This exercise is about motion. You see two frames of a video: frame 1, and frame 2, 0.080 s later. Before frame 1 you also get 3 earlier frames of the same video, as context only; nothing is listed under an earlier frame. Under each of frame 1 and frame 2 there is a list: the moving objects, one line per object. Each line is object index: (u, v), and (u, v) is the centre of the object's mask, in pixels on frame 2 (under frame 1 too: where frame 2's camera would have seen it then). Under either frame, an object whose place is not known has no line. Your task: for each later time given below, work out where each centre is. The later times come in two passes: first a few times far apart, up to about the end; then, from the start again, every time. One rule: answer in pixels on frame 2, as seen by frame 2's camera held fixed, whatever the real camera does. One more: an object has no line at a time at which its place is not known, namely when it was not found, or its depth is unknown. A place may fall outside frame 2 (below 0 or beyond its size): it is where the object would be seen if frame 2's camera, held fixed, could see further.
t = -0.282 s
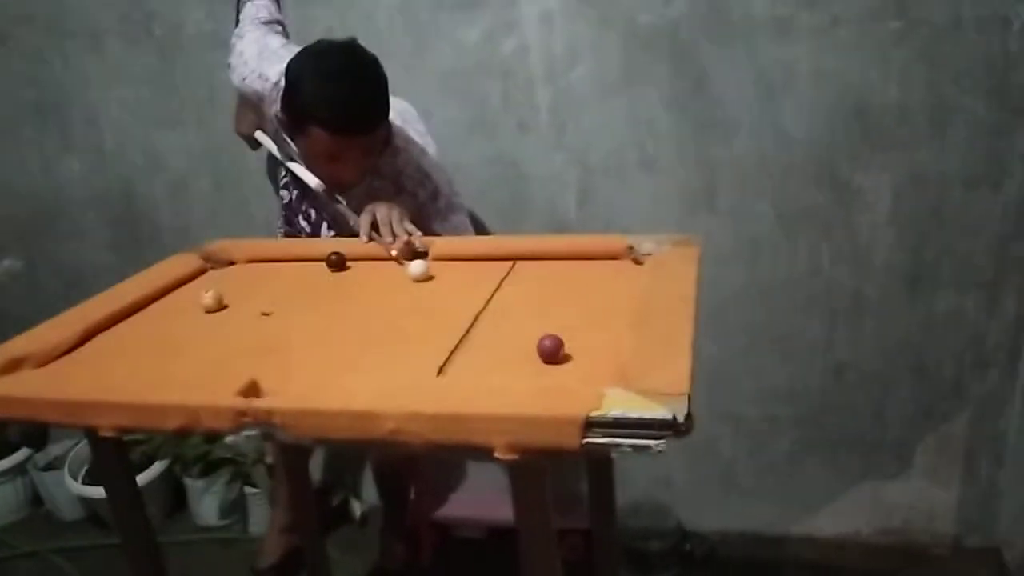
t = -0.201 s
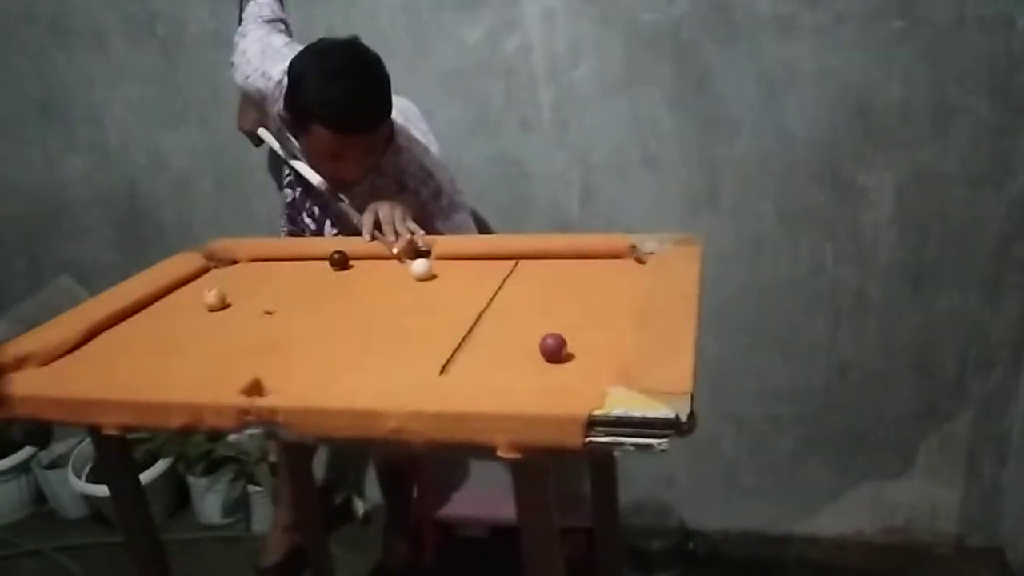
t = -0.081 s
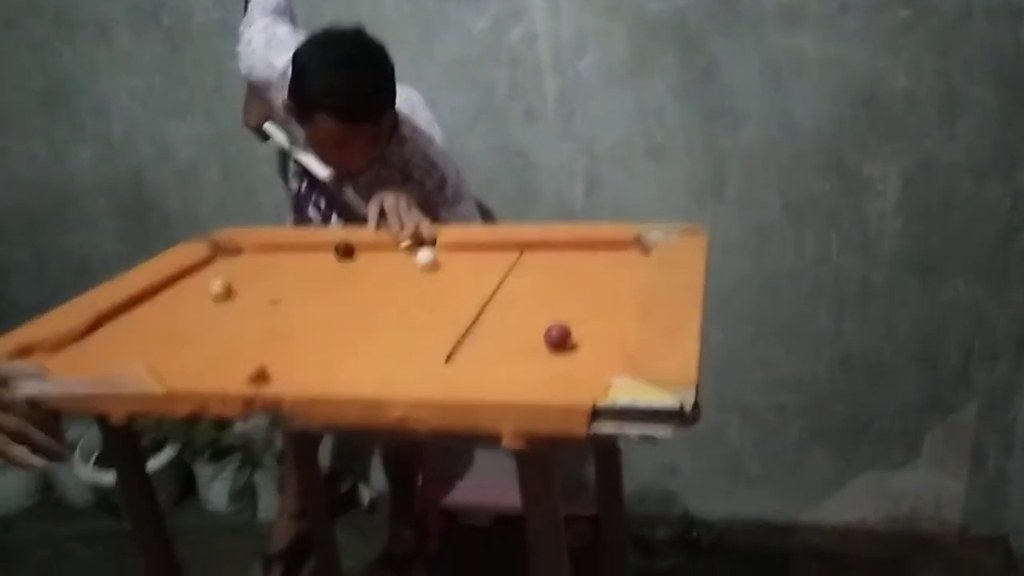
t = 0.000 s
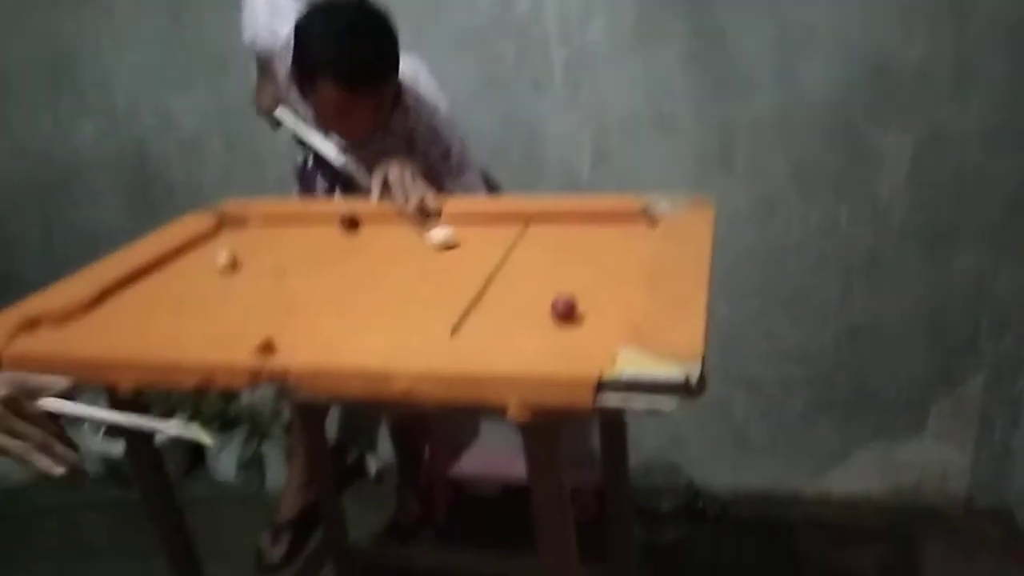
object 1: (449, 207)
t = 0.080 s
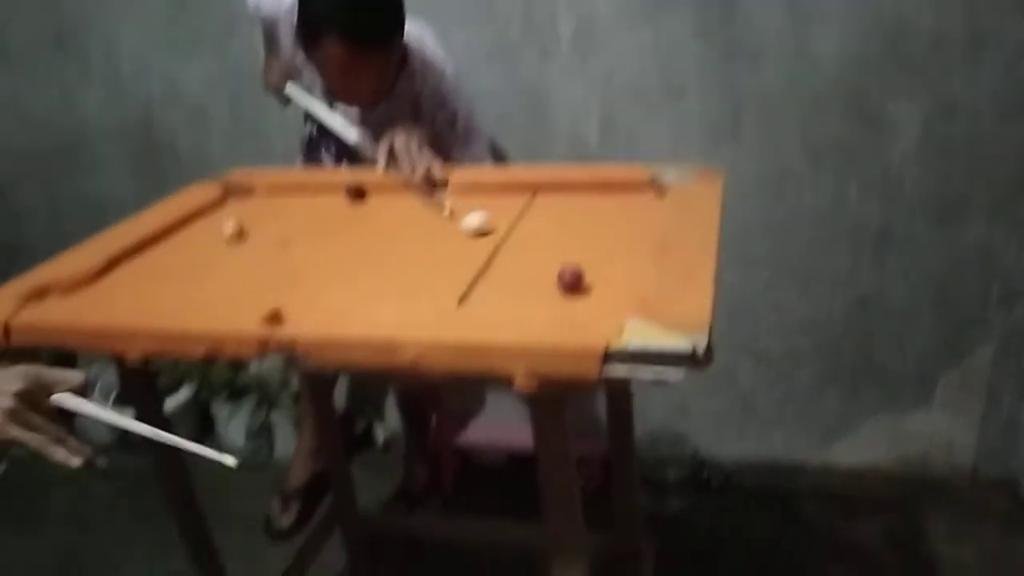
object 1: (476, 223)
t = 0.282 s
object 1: (544, 262)
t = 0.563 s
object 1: (585, 278)
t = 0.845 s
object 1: (606, 283)
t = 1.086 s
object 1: (608, 284)
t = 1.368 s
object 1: (608, 284)
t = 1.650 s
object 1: (608, 282)
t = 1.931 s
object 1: (608, 285)
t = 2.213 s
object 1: (607, 286)
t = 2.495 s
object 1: (608, 285)
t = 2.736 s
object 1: (607, 286)
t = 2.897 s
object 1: (607, 286)
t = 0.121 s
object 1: (488, 230)
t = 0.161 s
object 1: (502, 238)
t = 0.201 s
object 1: (516, 247)
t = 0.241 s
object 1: (529, 254)
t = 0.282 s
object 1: (544, 262)
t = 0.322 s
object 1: (555, 268)
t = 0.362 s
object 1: (562, 271)
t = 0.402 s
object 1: (567, 273)
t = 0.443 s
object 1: (573, 275)
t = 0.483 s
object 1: (577, 276)
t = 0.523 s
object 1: (581, 277)
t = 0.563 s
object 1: (585, 278)
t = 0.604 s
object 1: (589, 279)
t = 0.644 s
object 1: (592, 280)
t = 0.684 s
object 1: (596, 280)
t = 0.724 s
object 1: (599, 282)
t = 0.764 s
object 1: (602, 282)
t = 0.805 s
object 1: (604, 283)
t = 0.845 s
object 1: (606, 283)
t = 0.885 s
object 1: (607, 284)
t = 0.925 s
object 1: (608, 284)
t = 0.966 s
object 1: (608, 284)
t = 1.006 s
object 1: (608, 284)
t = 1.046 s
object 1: (608, 284)
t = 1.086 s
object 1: (608, 284)
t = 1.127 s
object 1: (608, 284)
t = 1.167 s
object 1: (608, 283)
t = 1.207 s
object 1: (608, 284)
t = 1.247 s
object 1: (608, 283)
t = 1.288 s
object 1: (608, 284)
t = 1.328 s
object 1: (608, 283)
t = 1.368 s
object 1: (608, 284)
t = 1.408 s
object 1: (608, 284)
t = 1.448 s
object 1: (608, 283)
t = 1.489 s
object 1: (608, 284)
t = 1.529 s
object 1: (609, 284)
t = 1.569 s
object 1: (608, 284)
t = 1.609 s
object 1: (608, 284)
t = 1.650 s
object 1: (608, 282)
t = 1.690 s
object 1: (608, 281)
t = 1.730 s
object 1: (608, 281)
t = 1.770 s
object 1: (607, 281)
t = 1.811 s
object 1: (607, 277)
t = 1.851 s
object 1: (607, 281)
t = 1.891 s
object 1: (607, 282)
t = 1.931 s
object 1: (608, 285)
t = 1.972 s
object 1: (608, 285)
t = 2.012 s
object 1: (608, 285)
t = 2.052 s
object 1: (608, 285)
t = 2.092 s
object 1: (608, 285)
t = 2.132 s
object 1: (608, 285)
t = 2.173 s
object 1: (608, 285)
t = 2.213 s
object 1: (607, 286)
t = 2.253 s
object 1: (607, 285)
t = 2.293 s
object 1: (608, 285)
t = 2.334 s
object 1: (608, 285)
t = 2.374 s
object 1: (607, 285)
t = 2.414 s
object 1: (607, 285)
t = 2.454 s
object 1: (607, 285)
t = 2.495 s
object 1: (608, 285)
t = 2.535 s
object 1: (607, 285)
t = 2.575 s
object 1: (607, 286)
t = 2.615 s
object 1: (607, 285)
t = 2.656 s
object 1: (608, 285)
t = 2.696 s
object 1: (607, 285)
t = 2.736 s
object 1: (607, 286)
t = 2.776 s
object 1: (606, 286)
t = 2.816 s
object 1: (607, 286)
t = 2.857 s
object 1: (607, 286)
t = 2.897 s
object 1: (607, 286)
